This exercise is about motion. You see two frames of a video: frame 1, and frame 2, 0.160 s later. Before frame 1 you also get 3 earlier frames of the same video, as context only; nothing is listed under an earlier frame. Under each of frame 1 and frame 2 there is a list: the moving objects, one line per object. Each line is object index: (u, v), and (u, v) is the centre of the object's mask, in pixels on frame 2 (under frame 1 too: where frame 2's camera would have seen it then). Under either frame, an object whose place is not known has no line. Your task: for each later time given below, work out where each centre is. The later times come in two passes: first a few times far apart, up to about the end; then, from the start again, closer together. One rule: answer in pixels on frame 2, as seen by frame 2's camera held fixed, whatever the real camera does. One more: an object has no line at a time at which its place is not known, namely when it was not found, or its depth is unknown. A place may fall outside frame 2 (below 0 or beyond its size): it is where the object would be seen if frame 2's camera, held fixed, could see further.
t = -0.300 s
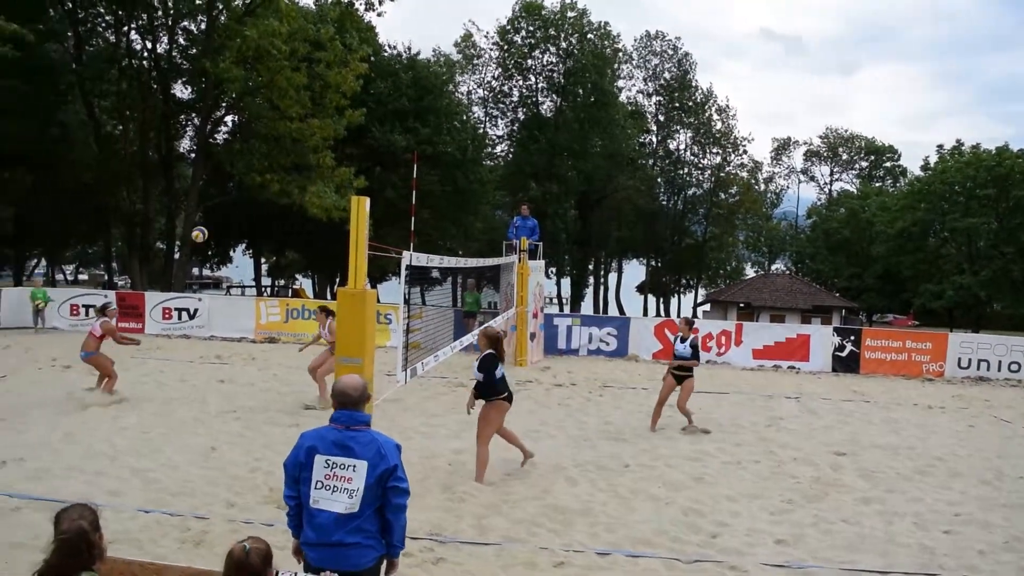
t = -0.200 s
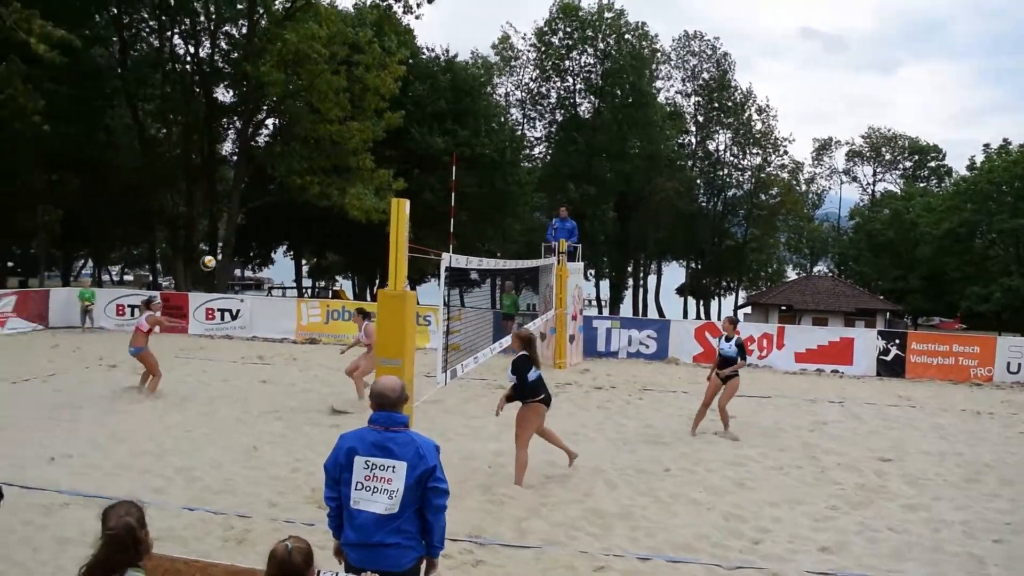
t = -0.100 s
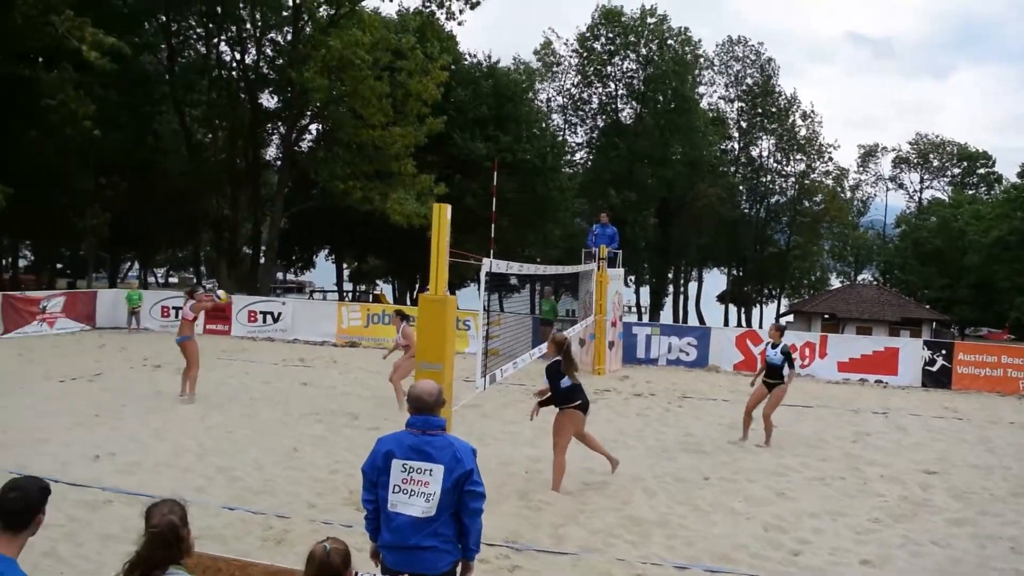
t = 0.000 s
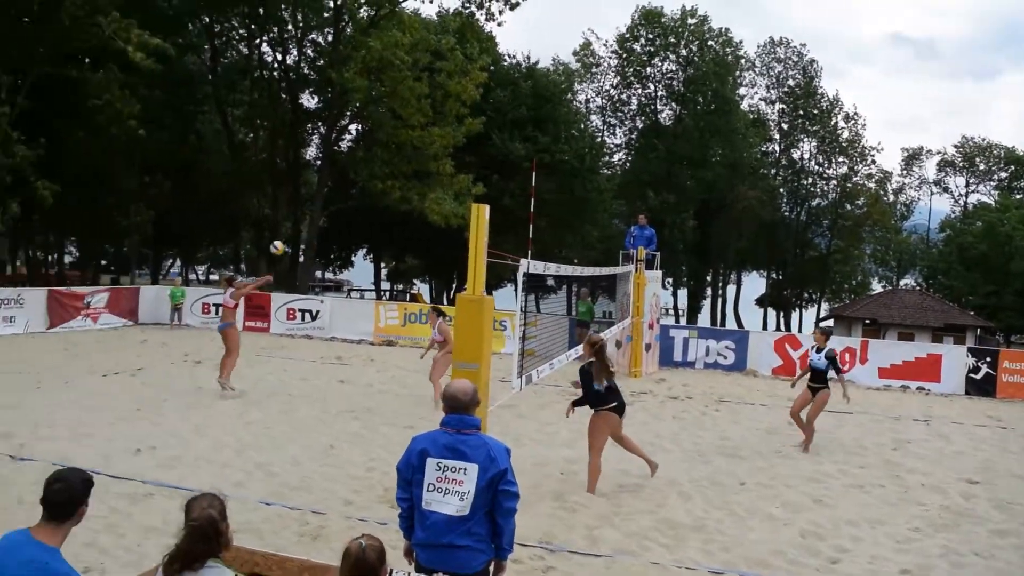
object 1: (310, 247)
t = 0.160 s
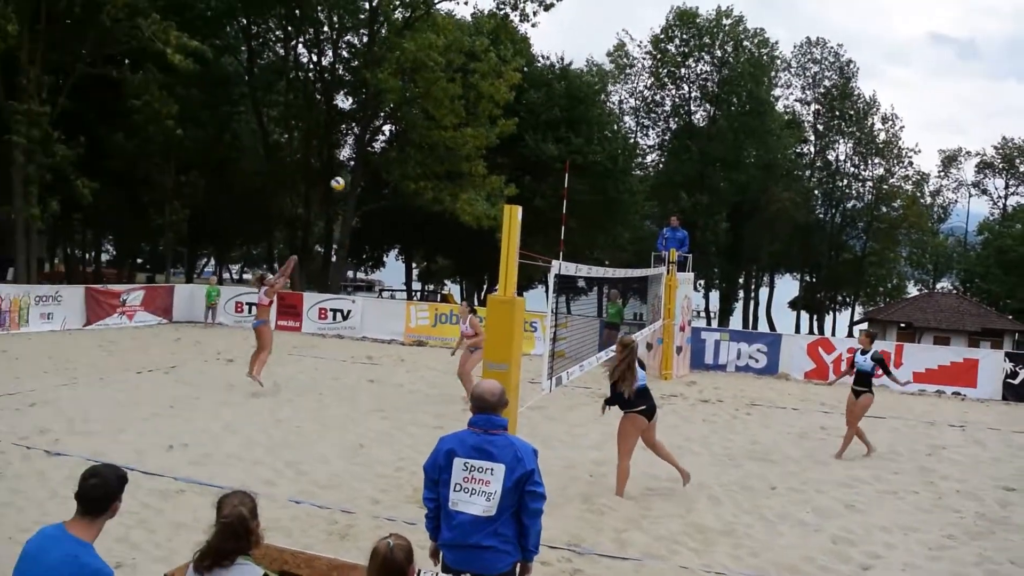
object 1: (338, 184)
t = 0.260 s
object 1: (353, 152)
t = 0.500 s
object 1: (388, 102)
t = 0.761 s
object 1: (422, 92)
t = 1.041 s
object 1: (453, 133)
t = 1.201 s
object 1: (467, 179)
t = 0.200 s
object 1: (344, 170)
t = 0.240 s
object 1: (350, 157)
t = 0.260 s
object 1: (353, 152)
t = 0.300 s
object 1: (359, 141)
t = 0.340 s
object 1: (366, 130)
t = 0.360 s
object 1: (369, 126)
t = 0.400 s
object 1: (374, 118)
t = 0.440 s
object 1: (380, 111)
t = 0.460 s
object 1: (383, 108)
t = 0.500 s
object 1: (388, 102)
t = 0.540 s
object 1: (394, 98)
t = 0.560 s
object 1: (396, 96)
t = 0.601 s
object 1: (402, 92)
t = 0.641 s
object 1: (407, 91)
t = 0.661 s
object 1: (410, 90)
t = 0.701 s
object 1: (414, 90)
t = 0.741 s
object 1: (420, 91)
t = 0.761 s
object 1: (422, 92)
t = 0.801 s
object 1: (427, 94)
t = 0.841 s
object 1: (432, 98)
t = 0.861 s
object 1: (434, 100)
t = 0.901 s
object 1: (439, 105)
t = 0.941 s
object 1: (443, 112)
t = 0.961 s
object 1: (445, 115)
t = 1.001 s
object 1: (449, 123)
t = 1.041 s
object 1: (453, 133)
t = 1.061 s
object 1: (455, 138)
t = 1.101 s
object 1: (459, 149)
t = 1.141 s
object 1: (462, 160)
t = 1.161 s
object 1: (464, 166)
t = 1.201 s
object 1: (467, 179)
